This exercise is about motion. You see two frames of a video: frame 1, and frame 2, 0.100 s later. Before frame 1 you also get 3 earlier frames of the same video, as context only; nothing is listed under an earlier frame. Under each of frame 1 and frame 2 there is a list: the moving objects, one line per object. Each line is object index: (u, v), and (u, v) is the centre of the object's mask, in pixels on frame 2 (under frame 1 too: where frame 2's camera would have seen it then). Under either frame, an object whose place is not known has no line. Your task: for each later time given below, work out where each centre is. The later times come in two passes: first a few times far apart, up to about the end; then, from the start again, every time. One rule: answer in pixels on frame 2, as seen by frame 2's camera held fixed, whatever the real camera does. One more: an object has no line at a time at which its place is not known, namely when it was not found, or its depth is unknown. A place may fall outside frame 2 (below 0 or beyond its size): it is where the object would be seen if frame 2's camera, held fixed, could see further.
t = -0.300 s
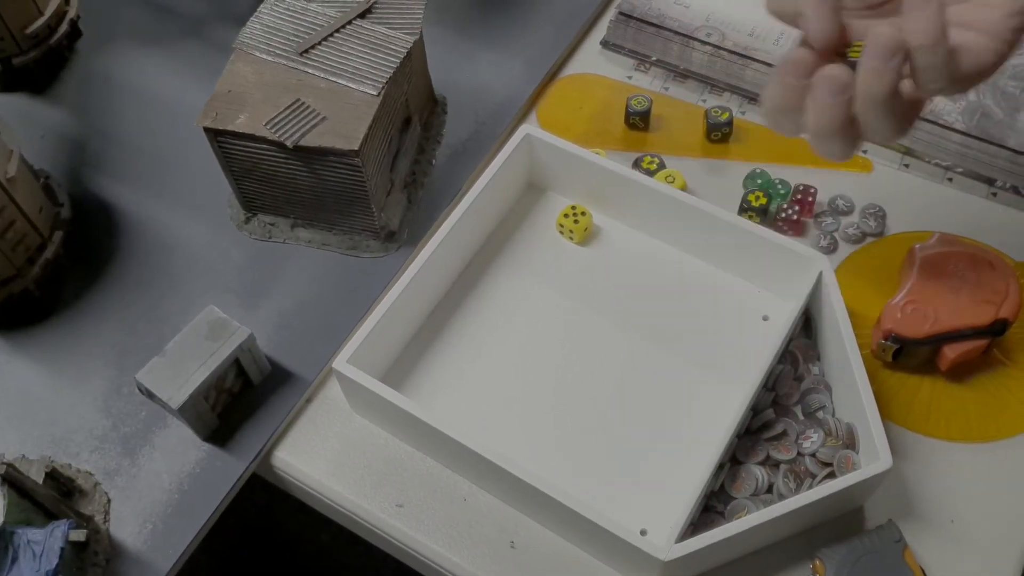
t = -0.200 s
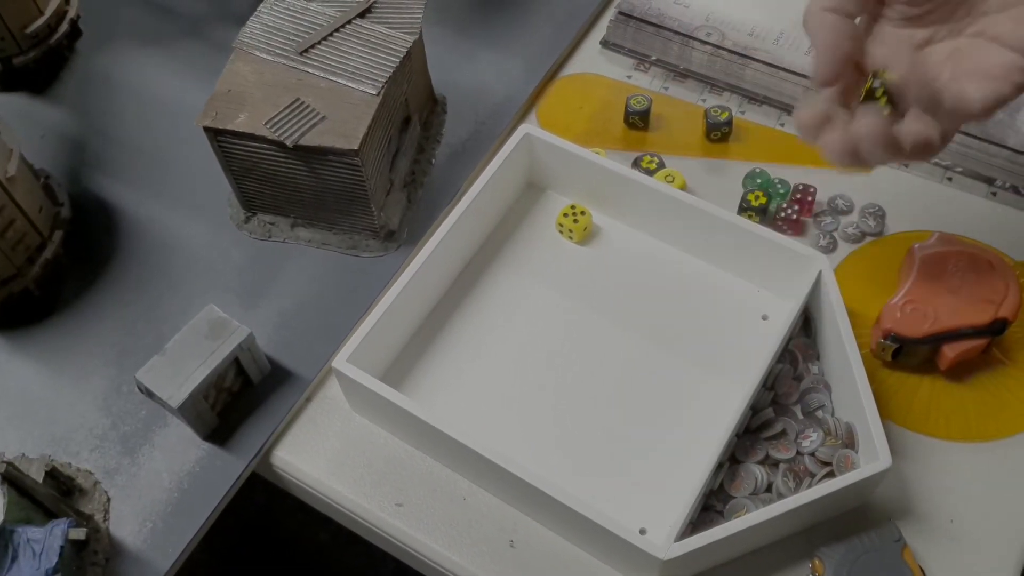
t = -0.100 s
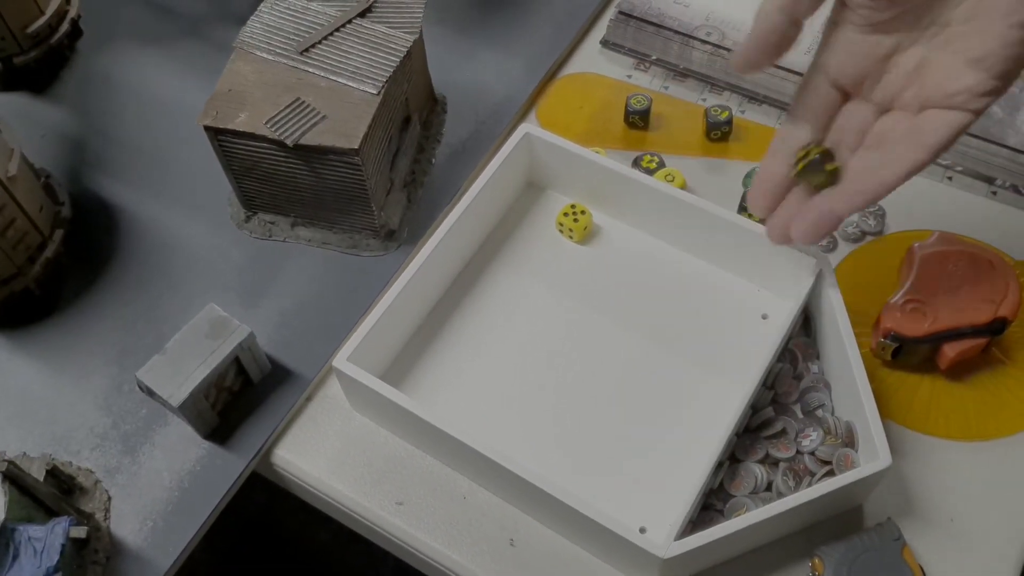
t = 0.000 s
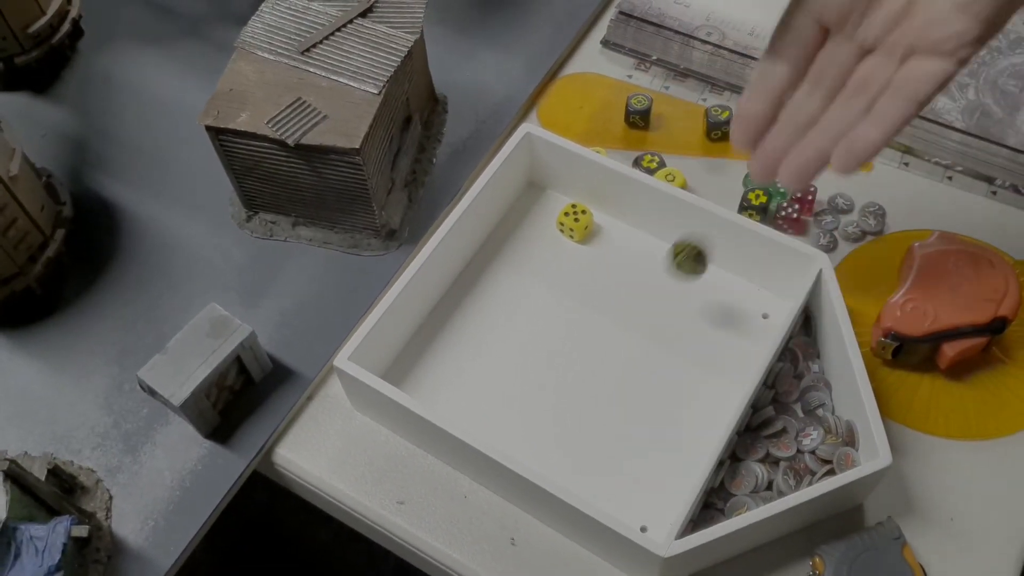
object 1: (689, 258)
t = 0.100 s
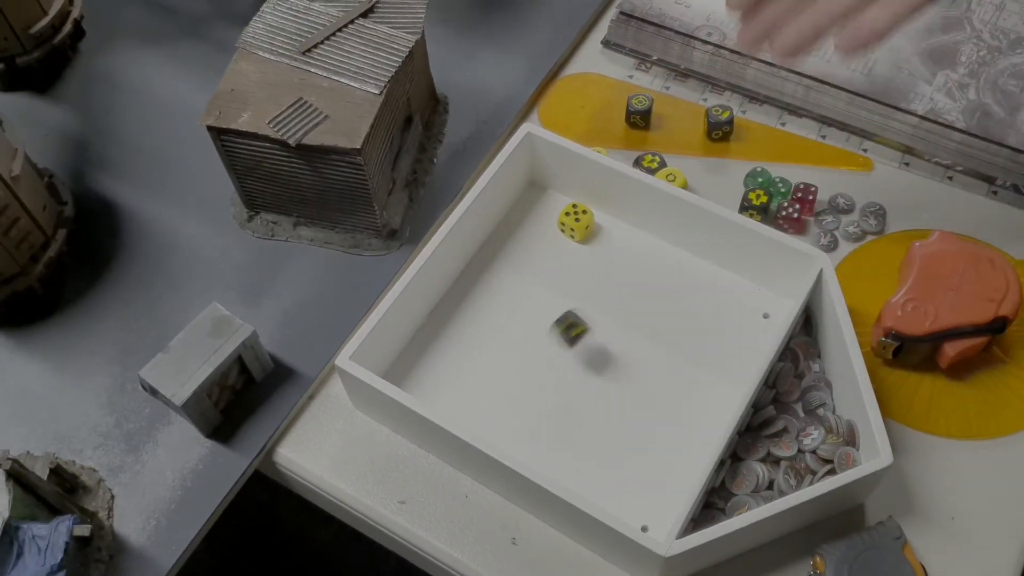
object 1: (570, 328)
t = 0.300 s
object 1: (447, 343)
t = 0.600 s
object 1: (492, 253)
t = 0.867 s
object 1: (541, 243)
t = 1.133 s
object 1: (539, 253)
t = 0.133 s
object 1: (532, 352)
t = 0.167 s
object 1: (493, 380)
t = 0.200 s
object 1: (451, 402)
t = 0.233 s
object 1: (442, 388)
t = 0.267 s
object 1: (443, 366)
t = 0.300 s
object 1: (447, 343)
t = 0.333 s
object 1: (450, 322)
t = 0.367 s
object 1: (452, 306)
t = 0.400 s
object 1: (456, 290)
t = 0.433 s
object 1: (466, 282)
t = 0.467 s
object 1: (473, 274)
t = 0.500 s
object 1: (478, 266)
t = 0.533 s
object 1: (482, 261)
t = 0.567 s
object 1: (486, 258)
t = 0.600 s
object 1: (492, 253)
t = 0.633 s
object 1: (496, 250)
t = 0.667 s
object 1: (504, 248)
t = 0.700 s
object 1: (510, 245)
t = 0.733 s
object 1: (519, 242)
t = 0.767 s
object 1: (524, 239)
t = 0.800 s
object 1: (530, 237)
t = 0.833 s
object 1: (537, 240)
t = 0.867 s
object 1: (541, 243)
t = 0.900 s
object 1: (544, 245)
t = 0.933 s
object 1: (544, 250)
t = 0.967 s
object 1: (543, 253)
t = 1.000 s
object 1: (540, 253)
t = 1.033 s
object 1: (538, 252)
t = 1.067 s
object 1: (539, 252)
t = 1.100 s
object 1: (539, 253)
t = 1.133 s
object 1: (539, 253)
